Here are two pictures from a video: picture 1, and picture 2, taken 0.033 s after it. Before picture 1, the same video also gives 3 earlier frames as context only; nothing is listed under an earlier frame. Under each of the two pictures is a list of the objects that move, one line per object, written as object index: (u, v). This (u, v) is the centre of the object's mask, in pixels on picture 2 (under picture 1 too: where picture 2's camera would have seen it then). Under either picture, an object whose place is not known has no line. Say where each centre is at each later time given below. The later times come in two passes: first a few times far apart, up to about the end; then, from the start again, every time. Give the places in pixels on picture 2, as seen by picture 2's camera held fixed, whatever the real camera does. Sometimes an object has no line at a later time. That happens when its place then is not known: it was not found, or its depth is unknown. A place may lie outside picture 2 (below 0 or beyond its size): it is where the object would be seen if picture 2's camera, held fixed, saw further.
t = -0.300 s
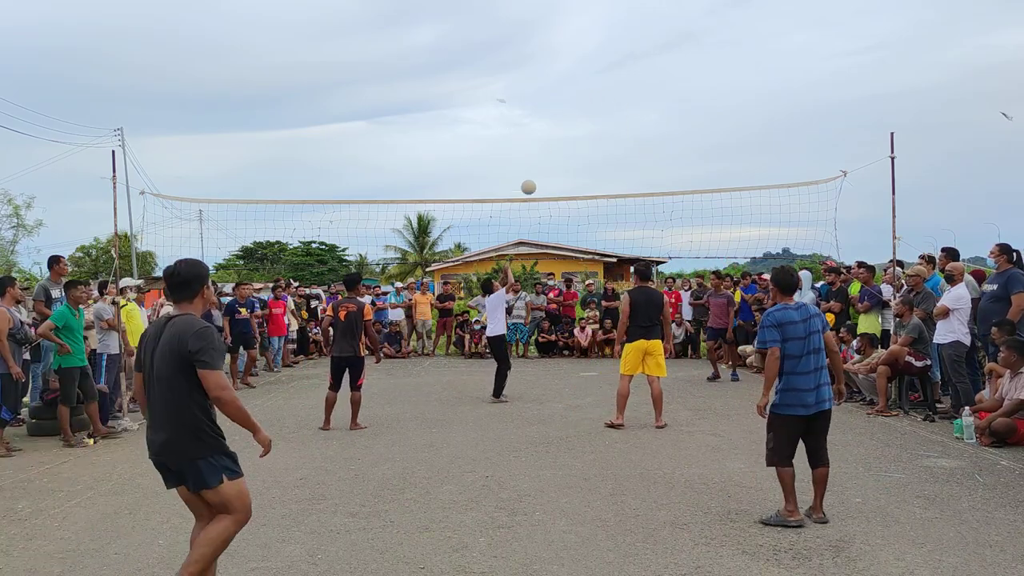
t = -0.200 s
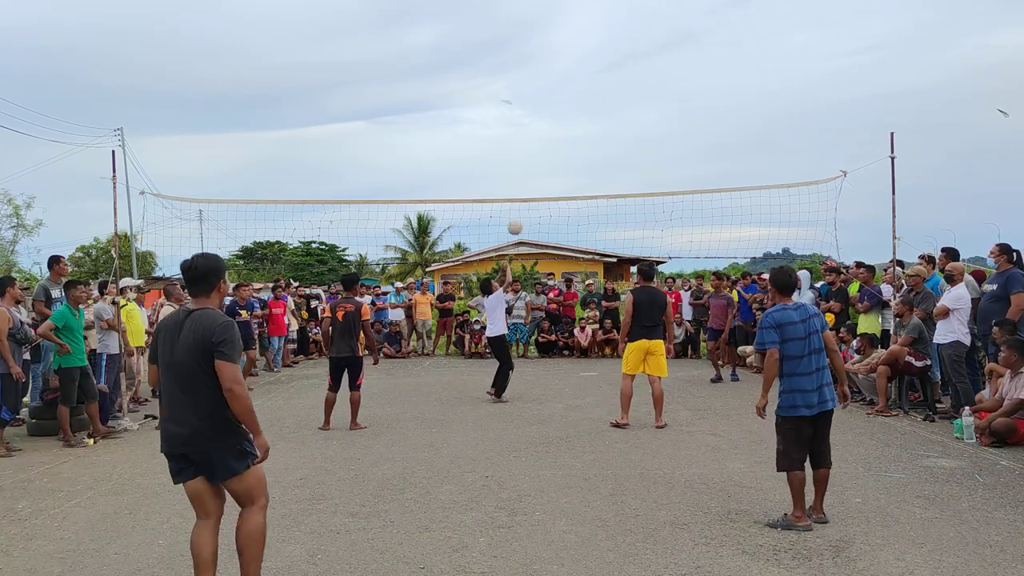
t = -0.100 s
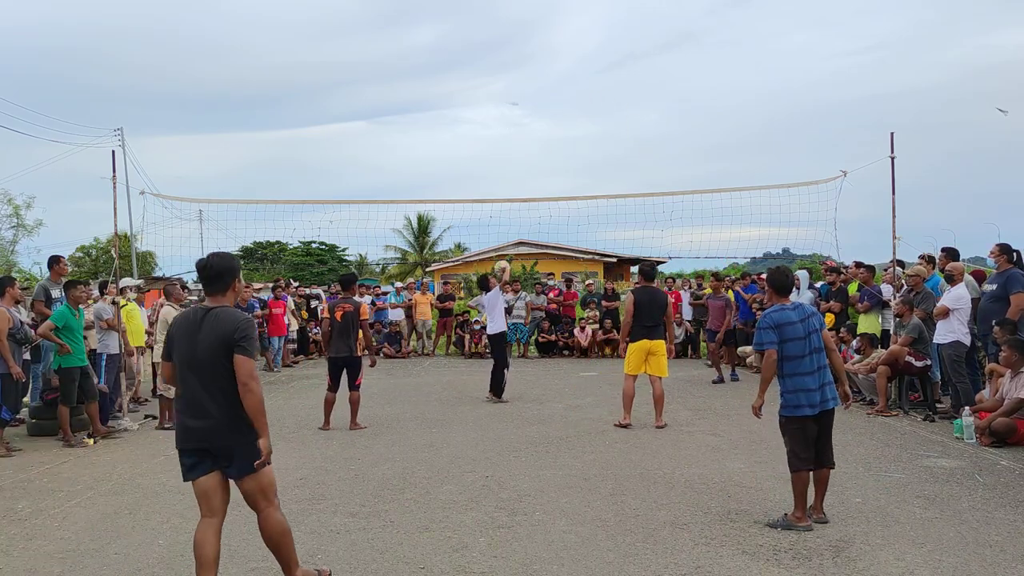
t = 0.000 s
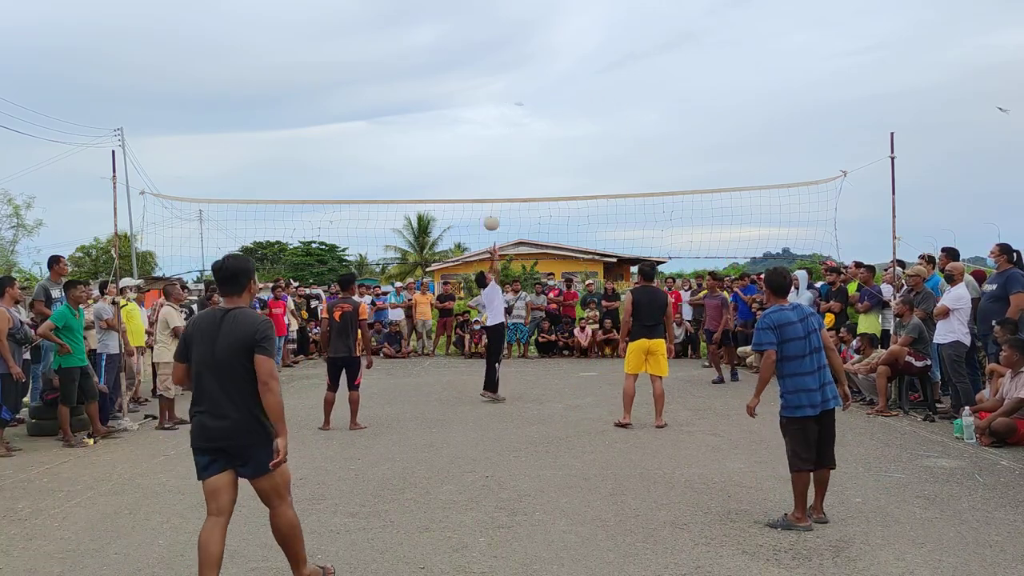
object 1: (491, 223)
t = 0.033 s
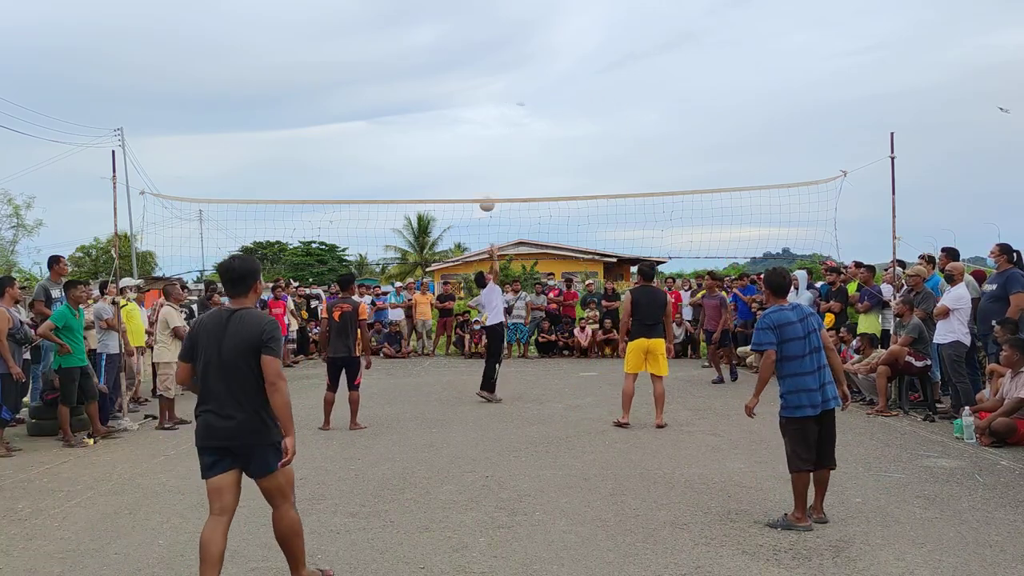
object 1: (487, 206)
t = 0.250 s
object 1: (460, 100)
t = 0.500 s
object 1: (429, 24)
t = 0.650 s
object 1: (411, 4)
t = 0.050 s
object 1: (484, 194)
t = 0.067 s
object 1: (482, 186)
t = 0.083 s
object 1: (480, 177)
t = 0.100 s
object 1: (478, 168)
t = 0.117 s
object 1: (476, 160)
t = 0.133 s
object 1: (474, 152)
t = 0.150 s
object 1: (472, 143)
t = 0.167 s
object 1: (470, 136)
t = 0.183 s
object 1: (468, 128)
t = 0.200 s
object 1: (466, 121)
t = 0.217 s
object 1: (464, 114)
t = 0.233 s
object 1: (462, 107)
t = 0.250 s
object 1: (460, 100)
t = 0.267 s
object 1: (457, 93)
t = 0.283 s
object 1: (455, 87)
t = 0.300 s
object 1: (453, 81)
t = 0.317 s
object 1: (452, 75)
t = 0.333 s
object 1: (449, 70)
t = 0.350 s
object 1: (447, 64)
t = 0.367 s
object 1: (445, 59)
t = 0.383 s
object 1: (443, 54)
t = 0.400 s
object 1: (441, 49)
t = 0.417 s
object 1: (439, 44)
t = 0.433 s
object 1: (437, 40)
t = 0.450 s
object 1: (435, 35)
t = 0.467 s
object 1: (433, 31)
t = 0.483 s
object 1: (431, 28)
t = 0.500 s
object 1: (429, 24)
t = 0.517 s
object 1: (427, 21)
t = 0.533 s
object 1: (425, 17)
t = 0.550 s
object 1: (423, 14)
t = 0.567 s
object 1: (421, 12)
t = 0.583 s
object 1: (419, 9)
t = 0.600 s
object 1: (417, 7)
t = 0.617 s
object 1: (415, 6)
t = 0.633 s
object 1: (413, 5)
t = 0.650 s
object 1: (411, 4)
